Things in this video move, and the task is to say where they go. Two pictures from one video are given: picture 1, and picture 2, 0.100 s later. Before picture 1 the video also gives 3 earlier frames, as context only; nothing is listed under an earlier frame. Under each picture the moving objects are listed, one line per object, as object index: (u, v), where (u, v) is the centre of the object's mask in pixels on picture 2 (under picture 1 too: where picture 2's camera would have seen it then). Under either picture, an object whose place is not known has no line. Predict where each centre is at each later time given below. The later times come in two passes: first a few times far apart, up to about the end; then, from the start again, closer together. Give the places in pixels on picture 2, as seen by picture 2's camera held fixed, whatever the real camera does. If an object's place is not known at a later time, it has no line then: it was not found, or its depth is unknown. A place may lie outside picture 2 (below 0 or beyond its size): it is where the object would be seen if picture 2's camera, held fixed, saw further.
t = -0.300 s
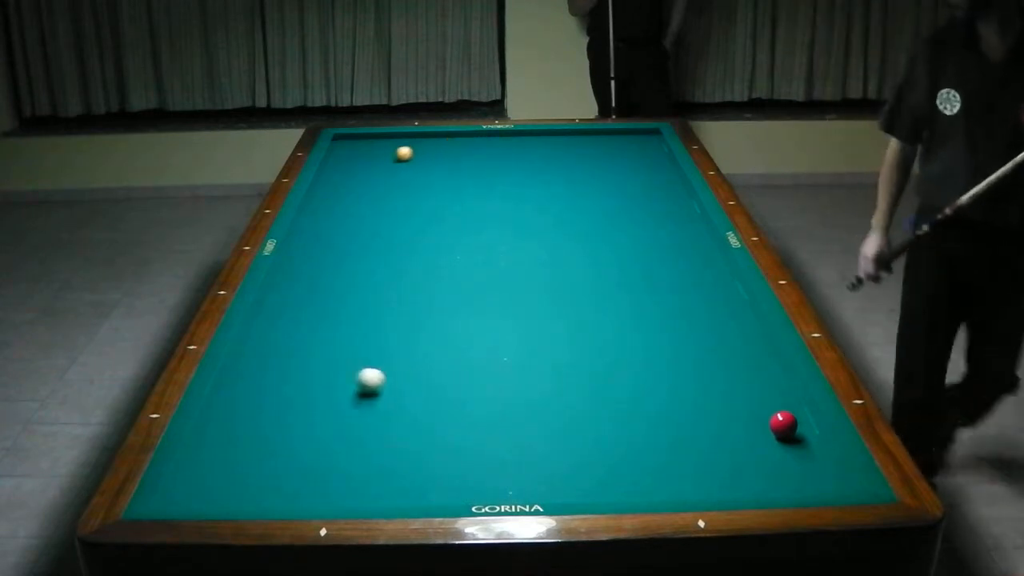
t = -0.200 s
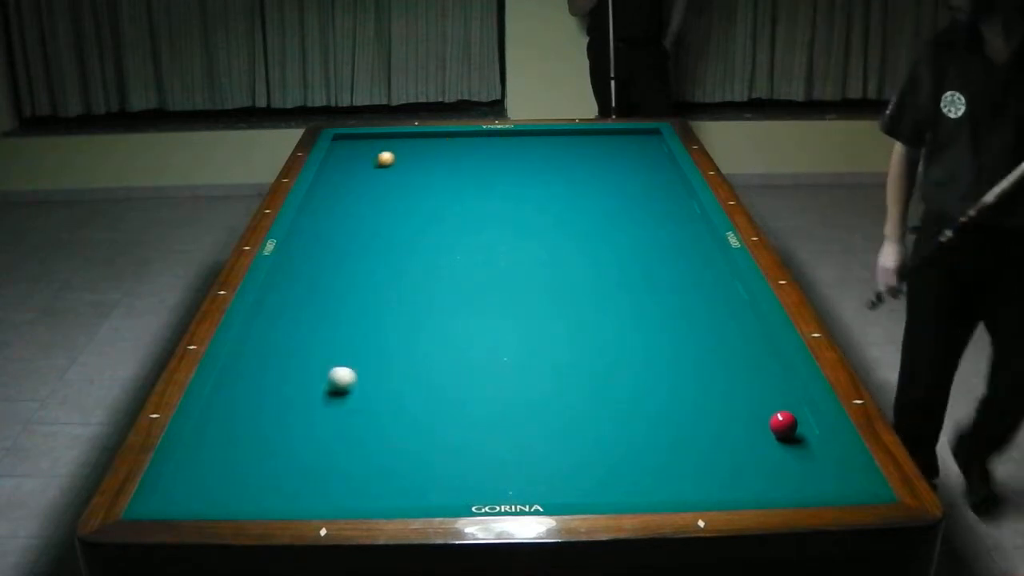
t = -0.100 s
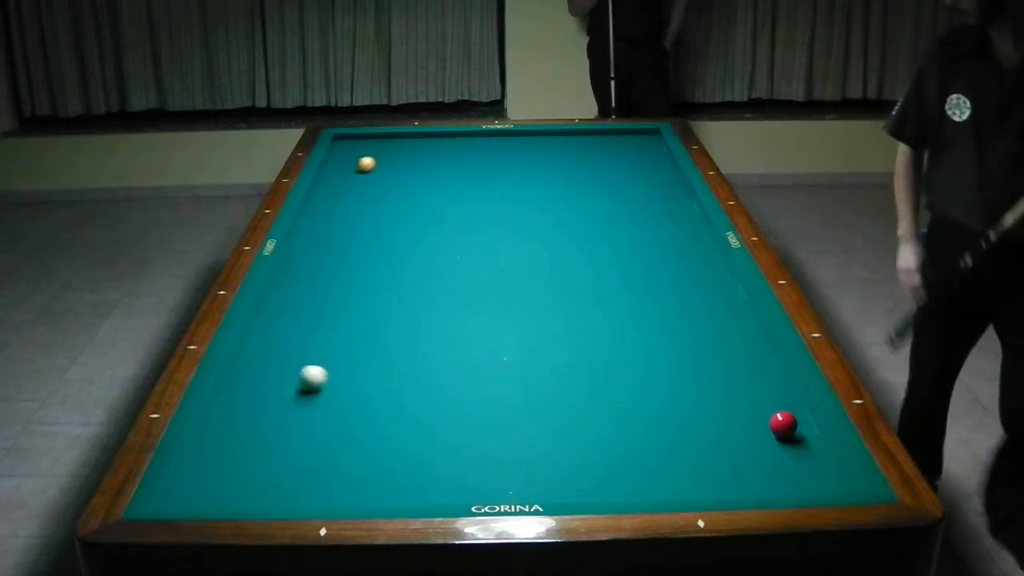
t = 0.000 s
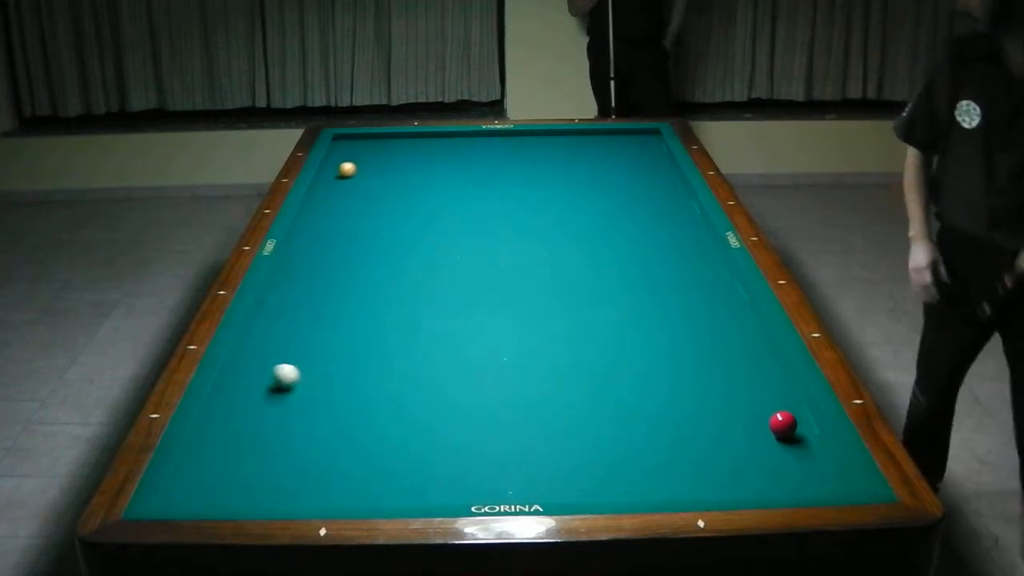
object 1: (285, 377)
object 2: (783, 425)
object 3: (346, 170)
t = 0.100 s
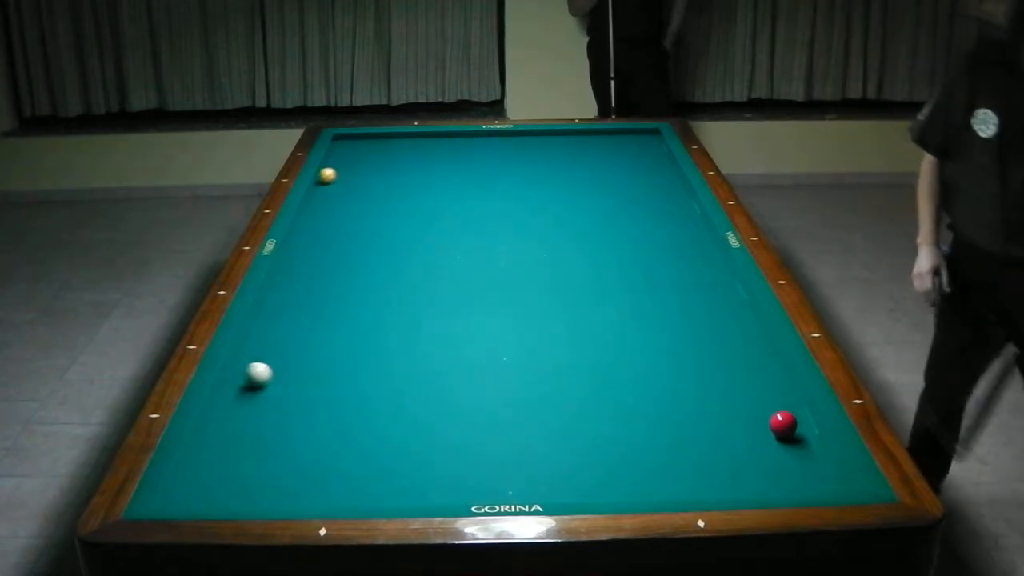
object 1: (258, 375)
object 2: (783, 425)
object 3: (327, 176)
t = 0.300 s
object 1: (246, 373)
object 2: (783, 425)
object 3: (334, 186)
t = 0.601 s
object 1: (295, 369)
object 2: (783, 425)
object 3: (361, 201)
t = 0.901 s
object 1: (343, 366)
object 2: (783, 425)
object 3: (390, 218)
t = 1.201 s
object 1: (388, 364)
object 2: (783, 425)
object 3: (421, 235)
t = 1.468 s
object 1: (426, 361)
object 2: (783, 425)
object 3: (451, 252)
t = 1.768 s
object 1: (468, 358)
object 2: (783, 425)
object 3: (487, 272)
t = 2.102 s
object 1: (512, 354)
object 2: (783, 425)
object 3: (529, 295)
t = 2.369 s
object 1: (544, 351)
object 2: (783, 425)
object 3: (565, 316)
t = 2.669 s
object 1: (579, 348)
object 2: (783, 425)
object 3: (609, 339)
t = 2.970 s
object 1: (611, 344)
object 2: (783, 425)
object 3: (656, 365)
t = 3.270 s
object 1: (641, 341)
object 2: (783, 424)
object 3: (705, 392)
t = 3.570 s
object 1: (668, 338)
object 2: (783, 425)
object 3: (755, 419)
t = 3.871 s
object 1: (694, 335)
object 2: (817, 435)
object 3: (762, 437)
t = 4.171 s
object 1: (717, 332)
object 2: (801, 444)
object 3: (769, 455)
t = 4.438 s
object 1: (735, 330)
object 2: (789, 451)
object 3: (774, 470)
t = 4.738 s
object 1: (754, 326)
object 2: (773, 460)
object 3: (780, 484)
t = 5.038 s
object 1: (752, 325)
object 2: (758, 466)
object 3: (779, 482)
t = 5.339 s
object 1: (742, 324)
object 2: (742, 468)
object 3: (781, 480)
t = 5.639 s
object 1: (733, 322)
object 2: (727, 468)
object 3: (783, 480)
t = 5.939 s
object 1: (725, 321)
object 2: (713, 469)
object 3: (784, 480)
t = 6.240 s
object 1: (720, 320)
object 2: (702, 469)
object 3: (785, 480)
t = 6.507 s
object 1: (716, 319)
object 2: (693, 468)
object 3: (785, 480)
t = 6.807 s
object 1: (712, 319)
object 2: (686, 468)
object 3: (785, 480)
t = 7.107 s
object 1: (710, 318)
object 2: (680, 468)
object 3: (784, 479)
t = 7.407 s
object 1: (709, 318)
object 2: (676, 468)
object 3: (784, 480)
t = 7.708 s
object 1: (709, 318)
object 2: (675, 468)
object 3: (785, 480)
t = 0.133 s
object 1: (249, 375)
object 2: (783, 425)
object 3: (321, 178)
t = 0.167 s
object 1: (241, 374)
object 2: (783, 425)
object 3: (322, 179)
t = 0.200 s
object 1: (232, 374)
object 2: (783, 425)
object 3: (325, 181)
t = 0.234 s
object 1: (233, 373)
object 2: (783, 425)
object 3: (328, 183)
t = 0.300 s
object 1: (246, 373)
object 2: (783, 425)
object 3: (334, 186)
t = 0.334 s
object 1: (251, 373)
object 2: (783, 425)
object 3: (336, 187)
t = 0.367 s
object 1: (257, 372)
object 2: (783, 425)
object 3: (340, 189)
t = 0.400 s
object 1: (262, 372)
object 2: (783, 425)
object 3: (342, 191)
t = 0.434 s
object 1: (268, 371)
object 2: (783, 425)
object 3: (345, 193)
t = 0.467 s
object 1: (274, 370)
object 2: (783, 425)
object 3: (349, 194)
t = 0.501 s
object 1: (279, 370)
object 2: (783, 425)
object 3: (352, 196)
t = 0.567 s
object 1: (290, 370)
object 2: (783, 425)
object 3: (358, 200)
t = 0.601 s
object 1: (295, 369)
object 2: (783, 425)
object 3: (361, 201)
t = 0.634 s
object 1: (301, 369)
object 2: (783, 425)
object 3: (364, 203)
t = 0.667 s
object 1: (306, 369)
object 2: (783, 425)
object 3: (367, 205)
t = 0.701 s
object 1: (311, 369)
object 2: (783, 425)
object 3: (371, 206)
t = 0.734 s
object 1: (317, 368)
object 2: (783, 425)
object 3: (374, 208)
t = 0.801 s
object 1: (327, 367)
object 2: (783, 425)
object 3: (380, 212)
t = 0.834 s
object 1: (333, 367)
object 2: (783, 425)
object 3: (383, 214)
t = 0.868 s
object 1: (337, 367)
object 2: (783, 425)
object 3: (387, 216)
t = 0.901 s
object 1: (343, 366)
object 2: (783, 425)
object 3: (390, 218)
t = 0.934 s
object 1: (348, 366)
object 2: (783, 425)
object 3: (393, 220)
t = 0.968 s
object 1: (353, 366)
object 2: (783, 425)
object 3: (397, 221)
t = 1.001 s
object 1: (358, 365)
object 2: (783, 425)
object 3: (400, 223)
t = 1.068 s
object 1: (368, 365)
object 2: (783, 425)
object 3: (407, 227)
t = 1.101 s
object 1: (373, 364)
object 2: (783, 425)
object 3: (411, 229)
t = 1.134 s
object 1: (378, 364)
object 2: (783, 425)
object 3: (414, 231)
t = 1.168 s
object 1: (383, 363)
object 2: (783, 425)
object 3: (418, 233)
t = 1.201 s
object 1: (388, 364)
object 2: (783, 425)
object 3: (421, 235)
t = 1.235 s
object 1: (393, 363)
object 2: (783, 425)
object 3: (424, 237)
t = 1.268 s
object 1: (398, 363)
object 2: (783, 425)
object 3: (428, 239)
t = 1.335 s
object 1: (408, 362)
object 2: (783, 425)
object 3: (436, 243)
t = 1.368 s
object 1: (412, 362)
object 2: (783, 425)
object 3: (439, 245)
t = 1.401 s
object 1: (417, 361)
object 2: (783, 425)
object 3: (443, 247)
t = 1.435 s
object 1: (422, 361)
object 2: (783, 425)
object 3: (447, 249)
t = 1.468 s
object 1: (426, 361)
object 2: (783, 425)
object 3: (451, 252)
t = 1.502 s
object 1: (431, 360)
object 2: (783, 425)
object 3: (455, 254)
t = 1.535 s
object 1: (436, 360)
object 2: (783, 425)
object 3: (459, 256)
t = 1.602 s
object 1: (446, 359)
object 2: (783, 425)
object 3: (466, 260)
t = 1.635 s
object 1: (450, 359)
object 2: (783, 425)
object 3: (471, 262)
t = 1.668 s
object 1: (455, 359)
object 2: (783, 425)
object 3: (475, 265)
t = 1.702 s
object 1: (459, 358)
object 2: (783, 425)
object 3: (478, 267)
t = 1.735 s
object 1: (464, 358)
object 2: (783, 425)
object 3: (483, 269)
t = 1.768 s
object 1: (468, 358)
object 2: (783, 425)
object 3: (487, 272)
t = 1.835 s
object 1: (477, 357)
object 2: (783, 425)
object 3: (495, 276)
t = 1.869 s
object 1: (481, 357)
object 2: (783, 425)
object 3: (499, 278)
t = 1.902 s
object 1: (486, 356)
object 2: (783, 425)
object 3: (503, 281)
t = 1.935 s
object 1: (490, 356)
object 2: (783, 425)
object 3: (508, 283)
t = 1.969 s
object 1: (495, 356)
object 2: (783, 425)
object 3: (512, 286)
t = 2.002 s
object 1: (499, 355)
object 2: (783, 425)
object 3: (516, 288)
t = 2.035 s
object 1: (503, 355)
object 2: (783, 425)
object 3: (521, 290)
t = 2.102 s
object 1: (512, 354)
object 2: (783, 425)
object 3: (529, 295)
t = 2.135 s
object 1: (516, 353)
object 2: (783, 425)
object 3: (534, 297)
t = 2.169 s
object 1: (520, 353)
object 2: (783, 425)
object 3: (538, 300)
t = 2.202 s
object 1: (524, 353)
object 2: (783, 425)
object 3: (543, 302)
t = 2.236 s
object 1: (528, 352)
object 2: (783, 425)
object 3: (547, 305)
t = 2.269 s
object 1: (532, 352)
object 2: (783, 425)
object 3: (551, 308)
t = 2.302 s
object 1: (536, 351)
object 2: (783, 425)
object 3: (556, 310)
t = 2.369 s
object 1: (544, 351)
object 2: (783, 425)
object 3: (565, 316)
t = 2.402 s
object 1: (548, 350)
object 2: (783, 425)
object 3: (570, 318)
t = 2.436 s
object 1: (552, 350)
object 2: (783, 425)
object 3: (575, 321)
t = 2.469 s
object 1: (556, 350)
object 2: (783, 425)
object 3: (580, 323)
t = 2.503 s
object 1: (559, 350)
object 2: (783, 425)
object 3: (584, 326)
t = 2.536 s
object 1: (563, 349)
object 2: (783, 425)
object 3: (590, 329)
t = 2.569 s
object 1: (567, 349)
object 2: (783, 425)
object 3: (594, 331)
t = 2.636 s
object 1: (575, 348)
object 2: (783, 425)
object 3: (605, 337)
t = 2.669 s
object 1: (579, 348)
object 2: (783, 425)
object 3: (609, 339)
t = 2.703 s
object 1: (582, 347)
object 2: (783, 425)
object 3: (614, 342)
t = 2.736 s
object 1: (586, 347)
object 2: (783, 425)
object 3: (619, 345)
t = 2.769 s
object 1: (589, 347)
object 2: (783, 425)
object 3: (624, 348)
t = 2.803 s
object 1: (593, 346)
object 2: (783, 425)
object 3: (629, 350)
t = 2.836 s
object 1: (597, 346)
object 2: (783, 425)
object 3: (635, 353)
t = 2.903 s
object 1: (604, 345)
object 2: (783, 425)
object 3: (645, 359)
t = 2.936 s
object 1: (607, 345)
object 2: (783, 425)
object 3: (650, 362)
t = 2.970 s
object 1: (611, 344)
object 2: (783, 425)
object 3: (656, 365)
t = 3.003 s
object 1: (614, 344)
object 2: (783, 425)
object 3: (661, 368)
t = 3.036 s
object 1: (618, 344)
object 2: (783, 425)
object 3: (666, 371)
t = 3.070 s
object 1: (621, 343)
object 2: (783, 425)
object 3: (672, 373)
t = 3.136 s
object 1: (628, 343)
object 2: (783, 425)
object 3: (683, 379)
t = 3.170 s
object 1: (631, 342)
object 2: (783, 425)
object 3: (688, 382)
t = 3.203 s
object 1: (635, 342)
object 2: (783, 425)
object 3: (693, 385)
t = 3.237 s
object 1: (638, 342)
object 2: (783, 425)
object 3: (699, 388)
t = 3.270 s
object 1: (641, 341)
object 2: (783, 424)
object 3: (705, 392)
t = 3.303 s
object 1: (644, 341)
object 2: (783, 425)
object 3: (711, 395)
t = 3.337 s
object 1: (647, 340)
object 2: (783, 425)
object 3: (716, 398)
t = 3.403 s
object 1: (653, 340)
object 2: (783, 424)
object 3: (727, 404)
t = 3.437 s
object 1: (656, 340)
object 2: (783, 425)
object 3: (733, 407)
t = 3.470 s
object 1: (659, 339)
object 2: (783, 425)
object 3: (739, 410)
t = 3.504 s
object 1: (662, 339)
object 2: (783, 425)
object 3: (745, 413)
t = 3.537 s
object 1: (665, 339)
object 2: (783, 425)
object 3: (750, 416)
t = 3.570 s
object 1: (668, 338)
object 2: (783, 425)
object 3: (755, 419)
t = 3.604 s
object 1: (671, 338)
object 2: (790, 426)
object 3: (756, 422)
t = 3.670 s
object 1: (677, 337)
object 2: (799, 429)
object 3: (757, 425)
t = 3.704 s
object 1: (680, 337)
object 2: (804, 430)
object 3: (758, 427)
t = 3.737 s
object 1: (683, 337)
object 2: (808, 431)
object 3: (759, 429)
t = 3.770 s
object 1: (685, 336)
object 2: (813, 432)
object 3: (760, 431)
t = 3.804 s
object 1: (688, 336)
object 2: (817, 433)
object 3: (760, 433)
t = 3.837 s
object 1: (691, 335)
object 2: (818, 434)
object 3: (761, 435)
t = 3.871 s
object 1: (694, 335)
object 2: (817, 435)
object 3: (762, 437)
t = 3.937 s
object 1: (699, 334)
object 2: (813, 437)
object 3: (763, 440)
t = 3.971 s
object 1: (701, 334)
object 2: (811, 438)
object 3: (764, 442)
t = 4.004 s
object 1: (704, 334)
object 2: (809, 438)
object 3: (765, 445)
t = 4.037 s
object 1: (707, 334)
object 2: (808, 440)
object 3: (766, 446)
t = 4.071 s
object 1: (709, 333)
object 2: (806, 441)
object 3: (767, 449)
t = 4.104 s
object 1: (712, 333)
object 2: (805, 442)
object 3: (767, 450)
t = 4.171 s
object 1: (717, 332)
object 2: (801, 444)
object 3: (769, 455)
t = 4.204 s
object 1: (719, 332)
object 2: (799, 445)
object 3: (769, 456)
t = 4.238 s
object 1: (722, 331)
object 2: (798, 446)
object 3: (770, 459)
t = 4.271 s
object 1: (724, 331)
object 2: (796, 447)
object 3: (771, 461)
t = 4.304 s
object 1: (726, 331)
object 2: (795, 448)
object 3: (771, 462)
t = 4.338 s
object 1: (728, 330)
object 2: (794, 448)
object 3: (772, 464)
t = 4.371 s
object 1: (731, 330)
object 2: (792, 449)
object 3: (773, 466)
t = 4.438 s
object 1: (735, 330)
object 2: (789, 451)
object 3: (774, 470)
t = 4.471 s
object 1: (738, 329)
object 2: (787, 451)
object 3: (775, 472)
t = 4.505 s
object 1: (740, 329)
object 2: (785, 452)
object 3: (776, 474)
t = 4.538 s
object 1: (742, 328)
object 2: (783, 453)
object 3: (776, 475)
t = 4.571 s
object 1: (744, 328)
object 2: (782, 454)
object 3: (777, 477)
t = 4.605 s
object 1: (746, 328)
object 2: (779, 455)
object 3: (777, 478)
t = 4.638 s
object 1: (748, 328)
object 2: (778, 456)
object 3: (778, 480)
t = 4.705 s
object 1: (753, 327)
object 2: (775, 459)
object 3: (779, 483)
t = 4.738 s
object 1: (754, 326)
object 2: (773, 460)
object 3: (780, 484)
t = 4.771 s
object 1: (756, 326)
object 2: (772, 461)
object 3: (780, 485)
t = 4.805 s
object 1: (758, 326)
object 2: (770, 462)
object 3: (781, 486)
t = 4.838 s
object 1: (760, 325)
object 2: (769, 462)
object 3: (780, 485)
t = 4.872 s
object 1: (759, 325)
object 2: (767, 462)
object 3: (780, 485)
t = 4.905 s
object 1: (758, 325)
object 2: (765, 463)
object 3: (780, 484)
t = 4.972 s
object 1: (755, 325)
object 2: (762, 464)
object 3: (779, 483)
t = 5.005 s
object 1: (754, 325)
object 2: (760, 465)
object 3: (779, 482)
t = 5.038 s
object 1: (752, 325)
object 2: (758, 466)
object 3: (779, 482)
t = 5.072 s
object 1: (751, 325)
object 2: (756, 466)
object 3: (778, 481)
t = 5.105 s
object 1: (750, 325)
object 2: (755, 467)
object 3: (779, 481)
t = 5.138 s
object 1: (749, 325)
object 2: (753, 467)
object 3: (779, 481)
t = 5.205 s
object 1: (746, 324)
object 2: (749, 468)
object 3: (779, 481)
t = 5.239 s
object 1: (745, 324)
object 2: (748, 468)
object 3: (779, 480)
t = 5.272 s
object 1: (744, 324)
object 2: (746, 468)
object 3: (780, 481)
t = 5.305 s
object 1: (743, 324)
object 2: (744, 468)
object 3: (780, 480)
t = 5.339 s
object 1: (742, 324)
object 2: (742, 468)
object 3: (781, 480)
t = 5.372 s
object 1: (741, 324)
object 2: (740, 468)
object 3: (781, 480)
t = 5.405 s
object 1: (740, 324)
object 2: (739, 468)
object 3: (781, 480)
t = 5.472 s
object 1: (737, 323)
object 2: (735, 468)
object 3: (782, 480)
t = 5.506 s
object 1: (737, 323)
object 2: (734, 468)
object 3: (783, 480)
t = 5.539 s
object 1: (736, 323)
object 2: (732, 468)
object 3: (783, 480)
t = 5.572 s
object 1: (735, 323)
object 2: (730, 468)
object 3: (783, 480)
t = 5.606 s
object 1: (734, 323)
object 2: (729, 468)
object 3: (783, 480)
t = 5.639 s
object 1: (733, 322)
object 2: (727, 468)
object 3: (783, 480)
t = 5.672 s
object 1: (732, 322)
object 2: (725, 468)
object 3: (784, 480)
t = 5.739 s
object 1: (730, 322)
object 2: (722, 468)
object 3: (784, 480)
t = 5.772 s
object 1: (729, 322)
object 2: (720, 469)
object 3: (784, 480)
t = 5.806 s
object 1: (729, 321)
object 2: (719, 469)
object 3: (784, 480)
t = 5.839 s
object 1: (728, 321)
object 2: (717, 469)
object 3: (784, 480)
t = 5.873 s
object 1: (727, 321)
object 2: (716, 469)
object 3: (784, 480)
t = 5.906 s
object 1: (726, 321)
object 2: (714, 469)
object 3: (784, 480)
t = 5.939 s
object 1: (725, 321)
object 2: (713, 469)
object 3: (784, 480)
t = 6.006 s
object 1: (724, 321)
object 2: (710, 469)
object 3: (784, 480)
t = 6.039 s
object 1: (723, 321)
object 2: (709, 469)
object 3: (784, 480)
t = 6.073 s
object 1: (723, 321)
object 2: (708, 469)
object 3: (785, 480)
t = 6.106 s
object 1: (722, 320)
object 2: (706, 469)
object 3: (785, 480)
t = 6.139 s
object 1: (722, 320)
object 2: (705, 469)
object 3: (785, 480)
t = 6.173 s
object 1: (721, 320)
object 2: (704, 469)
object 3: (785, 480)
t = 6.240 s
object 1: (720, 320)
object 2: (702, 469)
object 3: (785, 480)
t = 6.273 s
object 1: (719, 320)
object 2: (700, 469)
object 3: (785, 480)
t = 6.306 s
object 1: (719, 320)
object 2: (699, 469)
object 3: (785, 480)
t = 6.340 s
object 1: (719, 320)
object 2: (698, 469)
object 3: (785, 480)
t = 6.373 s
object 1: (718, 320)
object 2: (697, 469)
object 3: (785, 480)
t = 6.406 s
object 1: (717, 319)
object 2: (696, 469)
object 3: (785, 480)
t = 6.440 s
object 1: (717, 320)
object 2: (695, 468)
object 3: (785, 480)
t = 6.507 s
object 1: (716, 319)
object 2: (693, 468)
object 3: (785, 480)
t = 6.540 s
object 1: (715, 319)
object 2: (692, 468)
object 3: (785, 480)
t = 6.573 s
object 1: (715, 319)
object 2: (691, 468)
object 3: (785, 480)
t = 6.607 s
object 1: (714, 319)
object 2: (690, 468)
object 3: (785, 480)
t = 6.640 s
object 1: (714, 319)
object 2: (689, 468)
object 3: (785, 480)
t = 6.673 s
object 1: (713, 319)
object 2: (689, 468)
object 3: (785, 480)
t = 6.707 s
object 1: (713, 319)
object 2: (688, 468)
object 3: (785, 480)
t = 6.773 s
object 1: (712, 319)
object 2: (686, 468)
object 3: (785, 480)
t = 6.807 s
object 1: (712, 319)
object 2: (686, 468)
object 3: (785, 480)
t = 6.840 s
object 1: (712, 319)
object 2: (685, 468)
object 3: (785, 480)
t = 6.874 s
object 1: (712, 319)
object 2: (684, 468)
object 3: (785, 480)
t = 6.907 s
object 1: (711, 319)
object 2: (683, 468)
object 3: (785, 480)
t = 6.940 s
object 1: (711, 319)
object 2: (683, 468)
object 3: (785, 480)
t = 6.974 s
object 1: (711, 319)
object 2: (682, 468)
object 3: (785, 480)
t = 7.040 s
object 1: (710, 318)
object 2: (681, 468)
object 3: (784, 480)
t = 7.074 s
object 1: (710, 318)
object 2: (680, 468)
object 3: (784, 479)
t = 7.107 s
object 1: (710, 318)
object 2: (680, 468)
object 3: (784, 479)
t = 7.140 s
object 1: (710, 318)
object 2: (679, 468)
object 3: (784, 479)
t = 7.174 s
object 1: (710, 318)
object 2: (679, 468)
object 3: (784, 479)
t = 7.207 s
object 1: (710, 318)
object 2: (678, 468)
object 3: (784, 479)
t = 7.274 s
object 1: (709, 318)
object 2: (678, 468)
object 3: (784, 480)
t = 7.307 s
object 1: (709, 318)
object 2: (677, 468)
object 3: (784, 480)
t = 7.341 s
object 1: (709, 318)
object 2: (677, 468)
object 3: (784, 480)
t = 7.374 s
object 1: (709, 318)
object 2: (677, 468)
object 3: (784, 480)
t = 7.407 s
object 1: (709, 318)
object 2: (676, 468)
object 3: (784, 480)
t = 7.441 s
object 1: (709, 318)
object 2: (676, 468)
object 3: (785, 480)
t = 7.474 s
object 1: (709, 318)
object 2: (676, 468)
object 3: (785, 480)
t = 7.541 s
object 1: (709, 318)
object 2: (675, 468)
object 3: (785, 480)
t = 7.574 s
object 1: (709, 318)
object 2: (675, 468)
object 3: (785, 480)
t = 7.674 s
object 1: (709, 318)
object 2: (675, 468)
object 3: (784, 479)
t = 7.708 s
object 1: (709, 318)
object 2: (675, 468)
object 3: (785, 480)
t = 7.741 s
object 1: (709, 318)
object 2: (675, 468)
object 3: (785, 480)
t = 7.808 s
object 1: (709, 318)
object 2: (675, 468)
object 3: (784, 479)
